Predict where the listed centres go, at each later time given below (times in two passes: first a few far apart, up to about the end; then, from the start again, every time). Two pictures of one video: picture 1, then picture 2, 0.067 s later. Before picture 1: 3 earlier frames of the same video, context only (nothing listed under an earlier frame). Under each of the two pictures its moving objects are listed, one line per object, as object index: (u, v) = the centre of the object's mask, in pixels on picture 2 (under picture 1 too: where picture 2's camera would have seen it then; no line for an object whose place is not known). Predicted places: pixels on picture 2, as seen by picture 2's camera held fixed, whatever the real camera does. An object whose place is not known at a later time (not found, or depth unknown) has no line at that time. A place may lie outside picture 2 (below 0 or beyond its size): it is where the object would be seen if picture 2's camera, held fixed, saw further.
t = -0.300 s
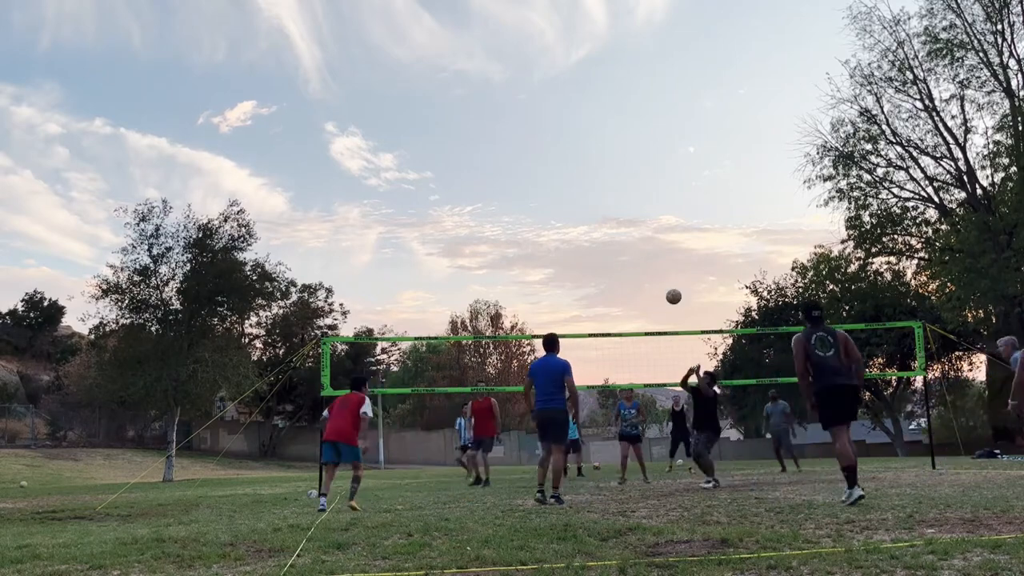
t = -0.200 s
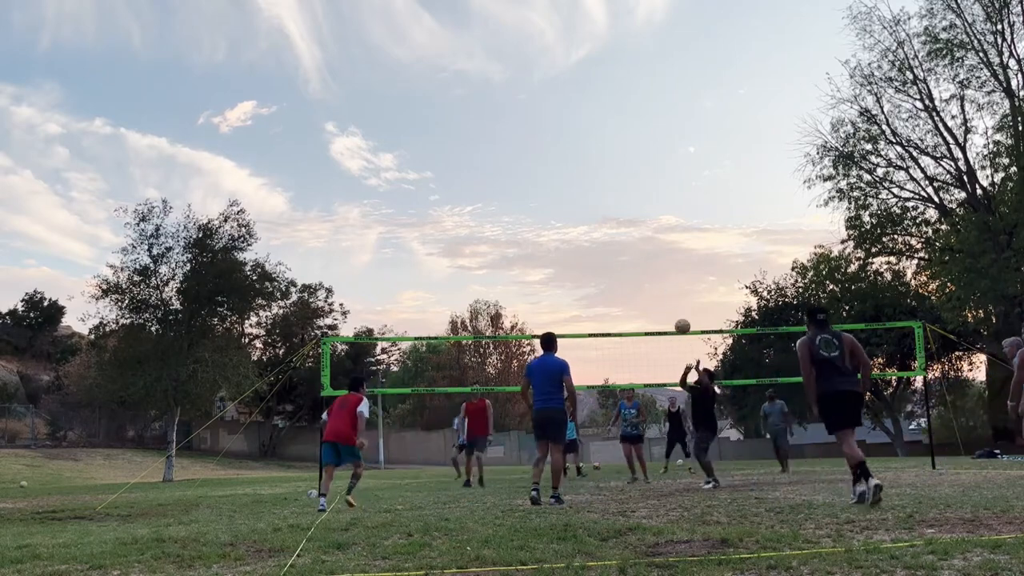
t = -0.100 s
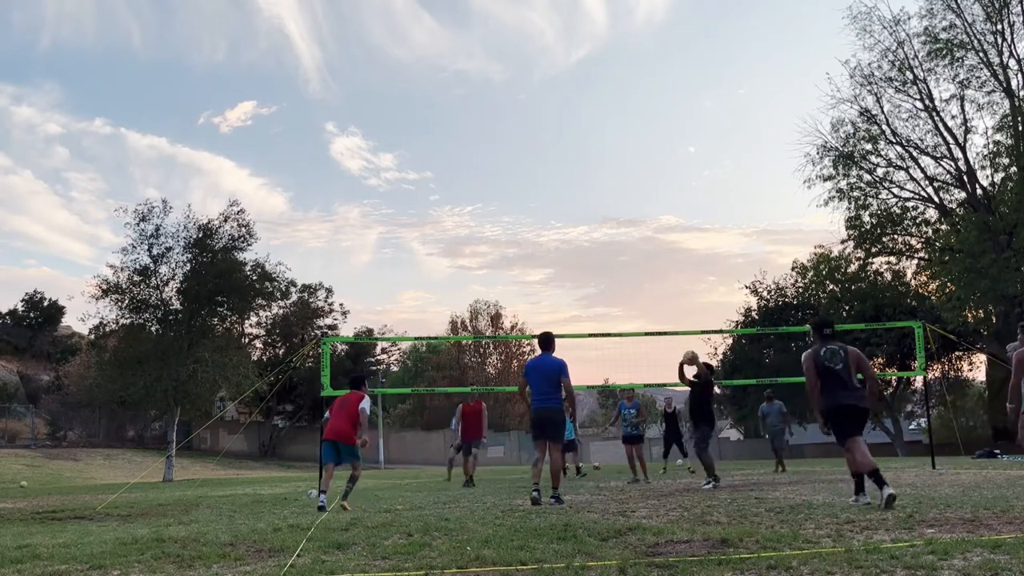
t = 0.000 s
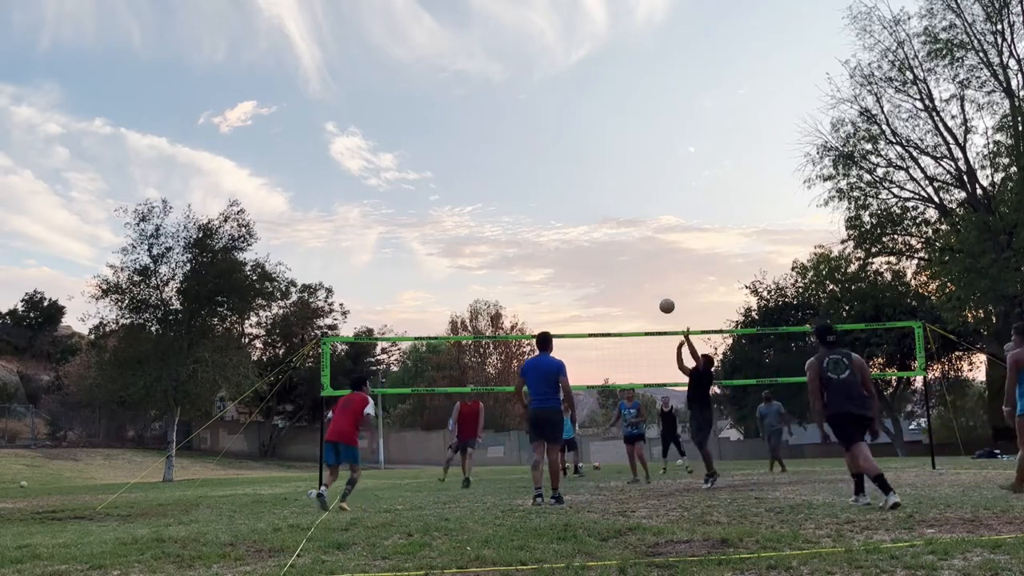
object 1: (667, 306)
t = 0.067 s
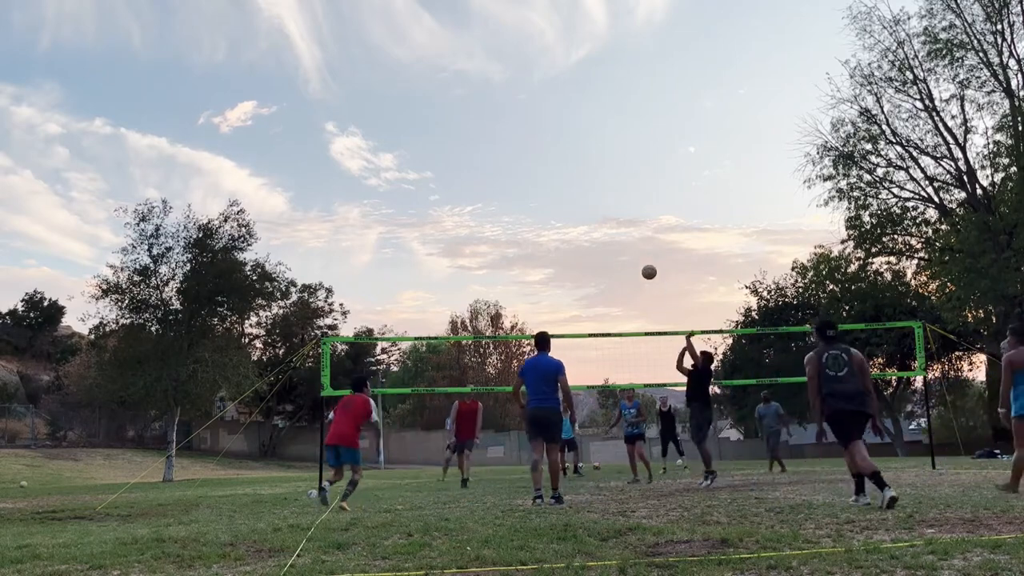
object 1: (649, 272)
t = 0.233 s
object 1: (608, 204)
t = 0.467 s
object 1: (556, 145)
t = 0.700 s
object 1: (508, 123)
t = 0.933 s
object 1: (464, 133)
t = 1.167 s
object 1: (423, 177)
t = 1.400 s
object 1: (383, 251)
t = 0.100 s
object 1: (640, 256)
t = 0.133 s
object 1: (632, 242)
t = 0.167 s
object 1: (624, 228)
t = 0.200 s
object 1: (616, 216)
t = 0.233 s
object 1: (608, 204)
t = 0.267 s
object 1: (600, 193)
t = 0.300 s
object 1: (592, 183)
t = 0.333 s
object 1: (585, 175)
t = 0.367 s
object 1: (577, 166)
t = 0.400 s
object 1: (570, 159)
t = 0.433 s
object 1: (563, 152)
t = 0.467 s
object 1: (556, 145)
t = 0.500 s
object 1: (548, 140)
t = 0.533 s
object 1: (541, 135)
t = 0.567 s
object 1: (534, 131)
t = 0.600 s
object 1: (528, 128)
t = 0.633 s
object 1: (521, 126)
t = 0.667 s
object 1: (514, 124)
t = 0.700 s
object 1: (508, 123)
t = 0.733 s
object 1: (501, 122)
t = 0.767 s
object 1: (495, 122)
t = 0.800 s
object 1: (488, 123)
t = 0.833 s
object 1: (482, 125)
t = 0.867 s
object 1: (476, 127)
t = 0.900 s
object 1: (470, 130)
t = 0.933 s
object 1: (464, 133)
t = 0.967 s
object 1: (458, 137)
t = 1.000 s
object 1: (452, 142)
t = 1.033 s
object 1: (446, 148)
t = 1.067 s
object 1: (440, 154)
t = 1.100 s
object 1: (434, 161)
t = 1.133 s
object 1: (428, 168)
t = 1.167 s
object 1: (423, 177)
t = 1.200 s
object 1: (417, 185)
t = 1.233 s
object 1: (411, 194)
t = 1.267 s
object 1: (406, 204)
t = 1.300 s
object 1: (400, 215)
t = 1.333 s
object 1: (394, 226)
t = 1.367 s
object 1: (389, 238)
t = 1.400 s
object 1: (383, 251)
